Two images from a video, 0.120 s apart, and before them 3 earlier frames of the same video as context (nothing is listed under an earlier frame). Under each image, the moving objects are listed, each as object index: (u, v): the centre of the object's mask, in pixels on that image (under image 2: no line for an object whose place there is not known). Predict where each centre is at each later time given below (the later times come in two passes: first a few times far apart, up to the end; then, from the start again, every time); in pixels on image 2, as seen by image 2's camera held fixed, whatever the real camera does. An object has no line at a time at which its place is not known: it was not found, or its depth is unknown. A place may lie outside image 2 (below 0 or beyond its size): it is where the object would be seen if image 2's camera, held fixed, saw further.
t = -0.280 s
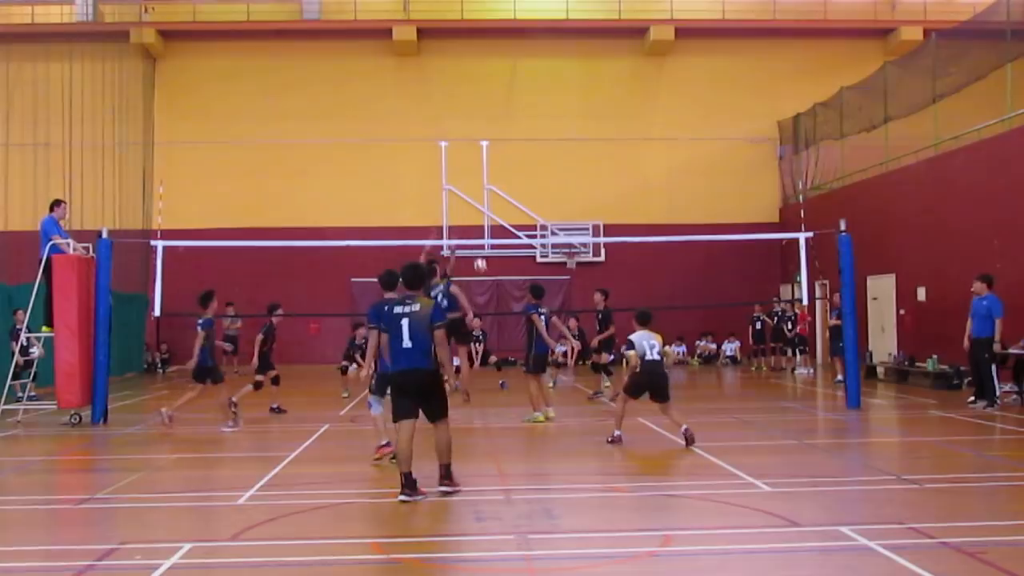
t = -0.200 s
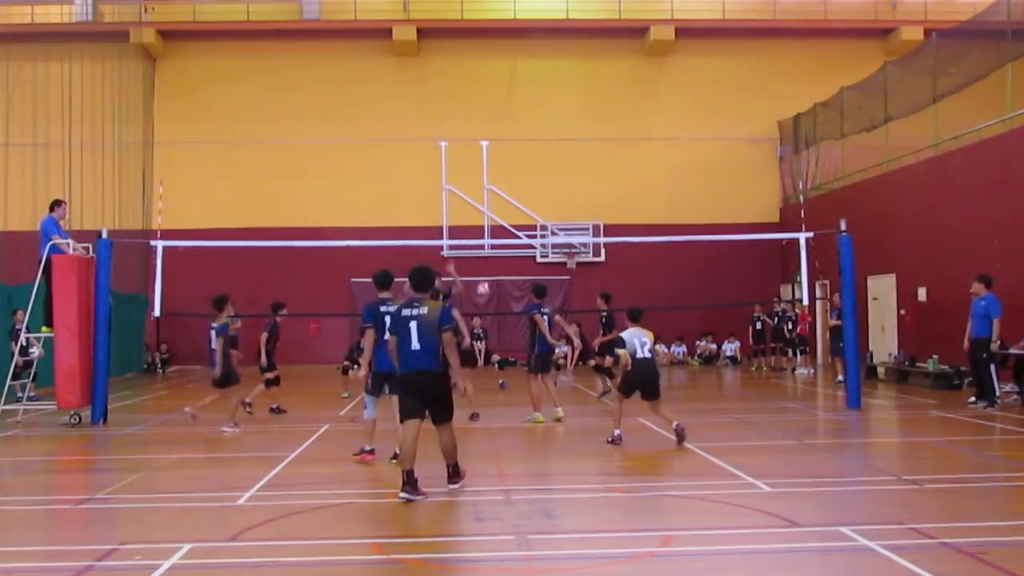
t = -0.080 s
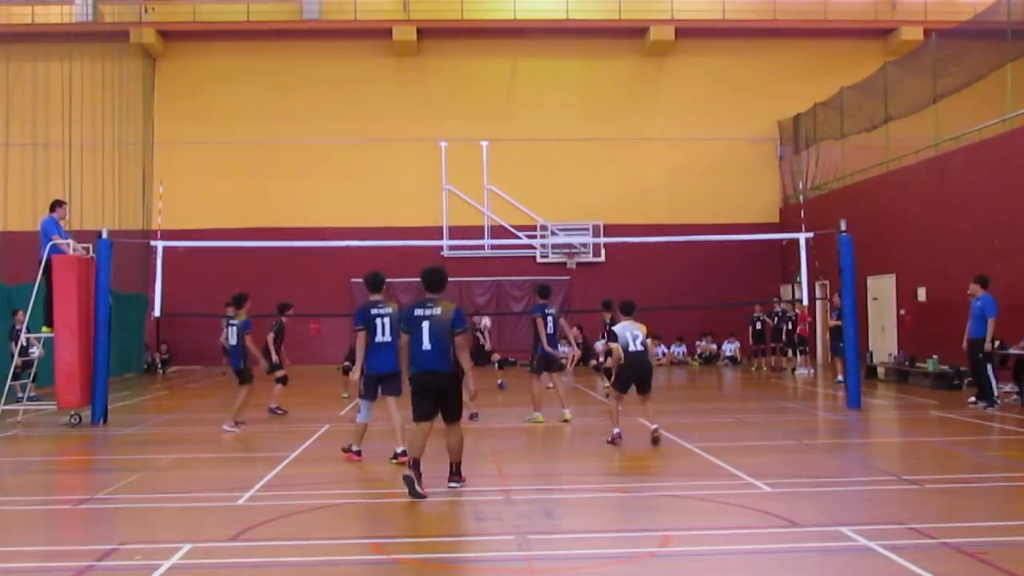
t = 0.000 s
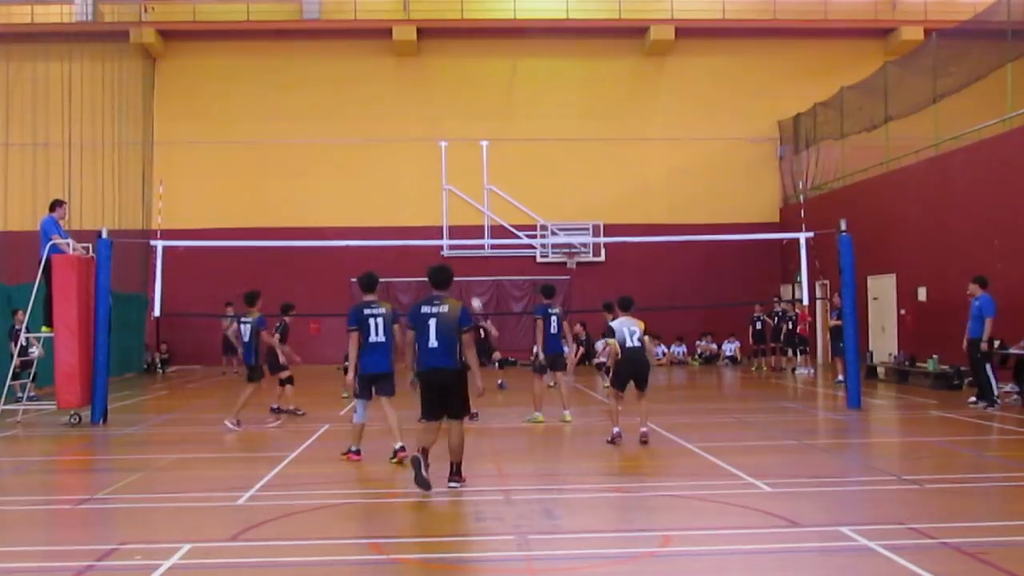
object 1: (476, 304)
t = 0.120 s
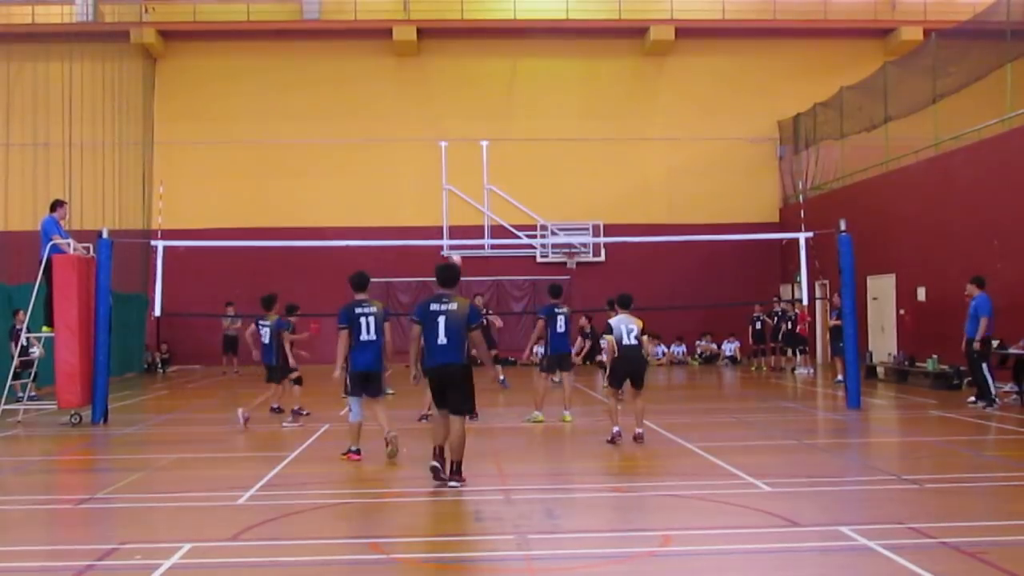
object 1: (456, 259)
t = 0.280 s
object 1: (427, 210)
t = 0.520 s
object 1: (384, 164)
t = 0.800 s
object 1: (331, 150)
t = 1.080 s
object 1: (279, 180)
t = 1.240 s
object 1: (249, 217)
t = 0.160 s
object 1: (449, 247)
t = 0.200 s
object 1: (440, 233)
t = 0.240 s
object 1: (435, 220)
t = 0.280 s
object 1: (427, 210)
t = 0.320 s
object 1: (419, 200)
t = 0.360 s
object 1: (412, 191)
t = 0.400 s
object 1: (405, 183)
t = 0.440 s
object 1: (398, 176)
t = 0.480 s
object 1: (391, 169)
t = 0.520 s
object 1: (384, 164)
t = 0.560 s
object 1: (376, 159)
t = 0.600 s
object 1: (368, 155)
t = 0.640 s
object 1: (362, 152)
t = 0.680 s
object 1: (354, 150)
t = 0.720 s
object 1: (347, 150)
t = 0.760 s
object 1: (339, 149)
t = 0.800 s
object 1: (331, 150)
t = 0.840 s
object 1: (325, 151)
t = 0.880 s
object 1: (317, 154)
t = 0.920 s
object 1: (309, 157)
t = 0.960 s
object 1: (302, 161)
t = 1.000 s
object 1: (294, 166)
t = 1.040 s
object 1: (287, 173)
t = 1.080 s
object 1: (279, 180)
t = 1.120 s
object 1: (272, 188)
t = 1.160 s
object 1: (265, 197)
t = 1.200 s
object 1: (257, 207)
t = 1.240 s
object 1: (249, 217)
